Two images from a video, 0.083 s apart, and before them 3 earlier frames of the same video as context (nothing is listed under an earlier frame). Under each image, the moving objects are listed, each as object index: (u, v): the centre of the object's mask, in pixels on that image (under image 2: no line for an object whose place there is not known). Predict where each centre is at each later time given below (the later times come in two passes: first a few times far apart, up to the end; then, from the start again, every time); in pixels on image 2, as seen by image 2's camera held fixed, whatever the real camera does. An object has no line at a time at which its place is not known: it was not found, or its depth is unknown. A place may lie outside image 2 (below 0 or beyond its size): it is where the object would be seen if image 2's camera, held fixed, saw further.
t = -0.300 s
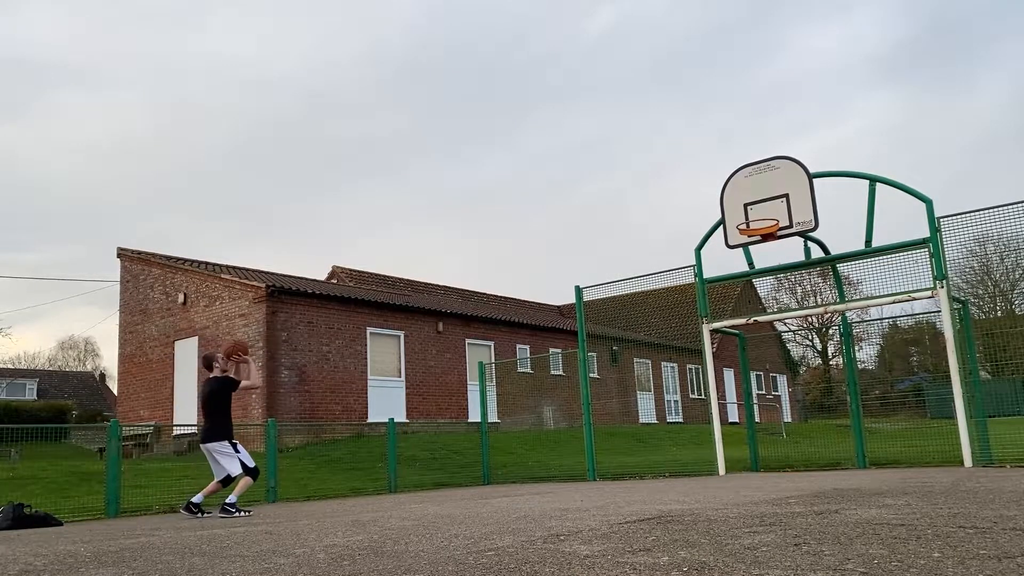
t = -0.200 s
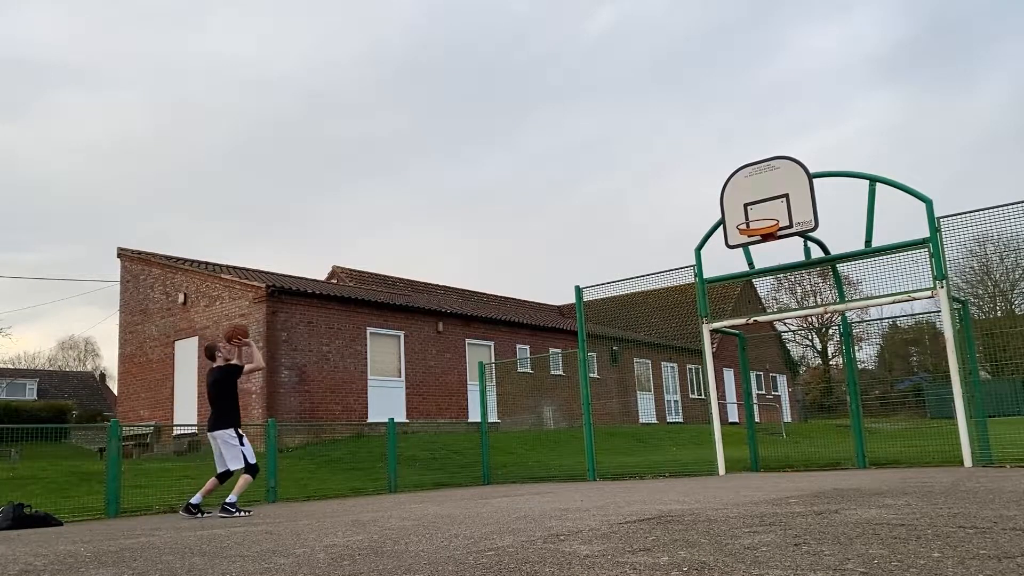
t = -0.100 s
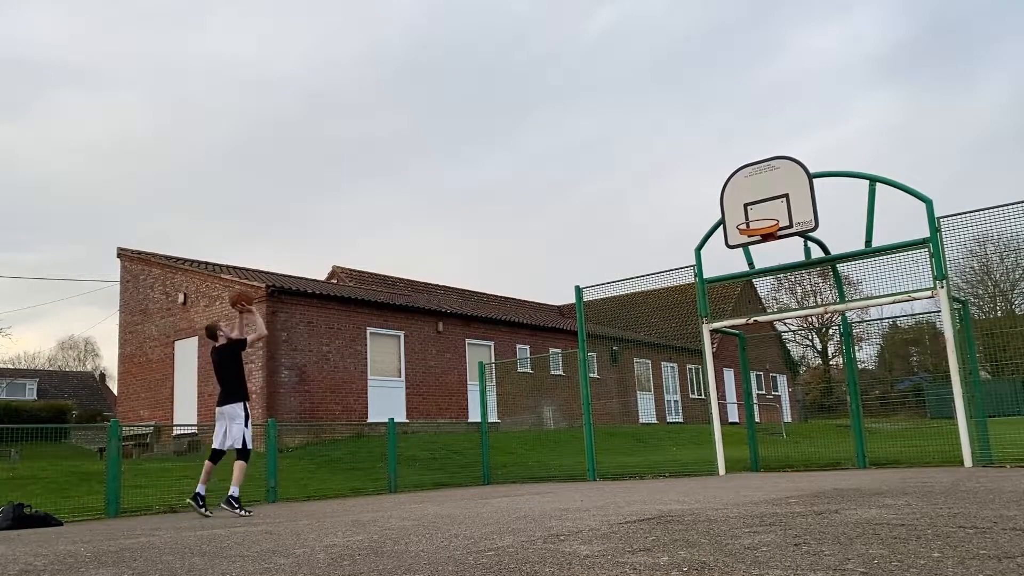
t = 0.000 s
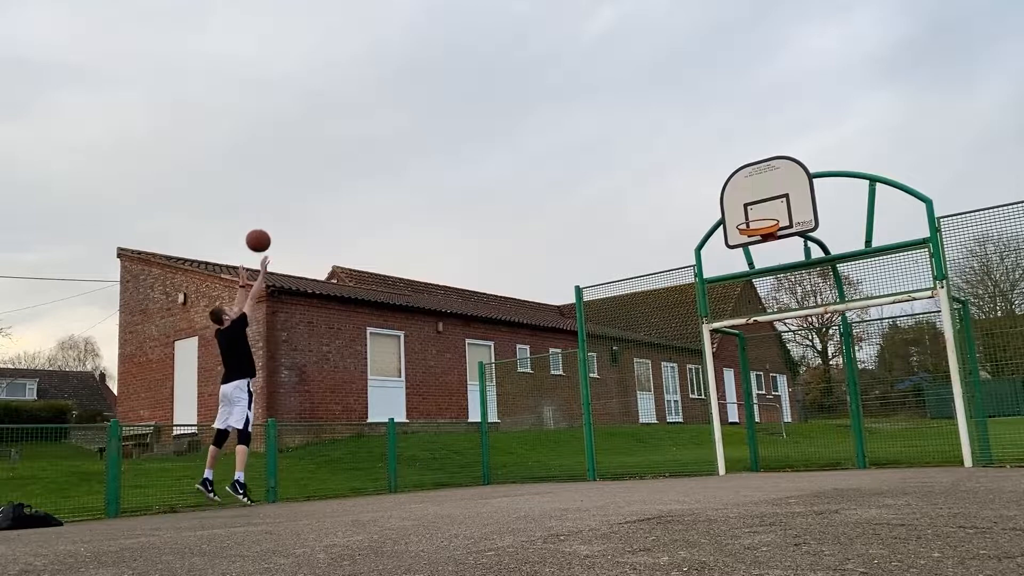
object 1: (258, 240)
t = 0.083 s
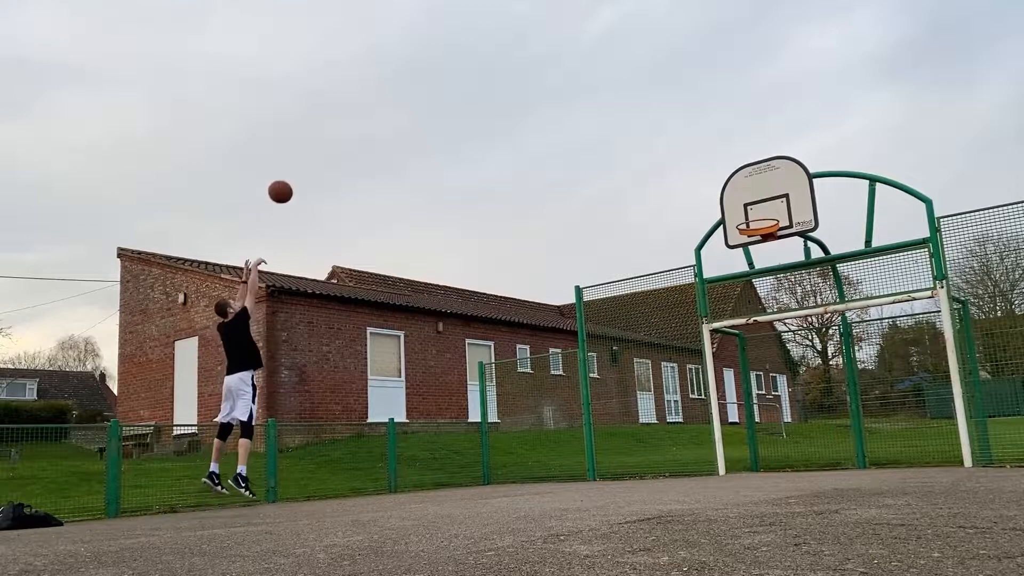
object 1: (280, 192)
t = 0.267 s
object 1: (326, 111)
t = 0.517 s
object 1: (386, 54)
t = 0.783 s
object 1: (449, 53)
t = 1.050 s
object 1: (512, 112)
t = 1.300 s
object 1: (574, 218)
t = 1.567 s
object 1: (647, 392)
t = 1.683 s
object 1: (679, 468)
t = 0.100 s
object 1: (284, 183)
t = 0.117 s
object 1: (289, 174)
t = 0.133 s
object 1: (293, 166)
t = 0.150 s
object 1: (297, 158)
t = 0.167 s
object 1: (301, 150)
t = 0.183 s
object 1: (306, 143)
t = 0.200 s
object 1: (310, 136)
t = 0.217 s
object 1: (314, 129)
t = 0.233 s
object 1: (318, 123)
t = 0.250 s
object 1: (322, 117)
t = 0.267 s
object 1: (326, 111)
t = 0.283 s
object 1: (330, 105)
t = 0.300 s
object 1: (334, 100)
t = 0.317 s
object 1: (338, 95)
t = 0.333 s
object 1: (342, 90)
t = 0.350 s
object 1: (346, 86)
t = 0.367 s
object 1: (350, 81)
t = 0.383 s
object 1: (354, 77)
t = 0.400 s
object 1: (358, 73)
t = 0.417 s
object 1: (362, 70)
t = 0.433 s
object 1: (366, 66)
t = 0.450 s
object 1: (370, 63)
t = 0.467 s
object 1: (374, 61)
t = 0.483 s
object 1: (378, 58)
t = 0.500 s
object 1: (382, 56)
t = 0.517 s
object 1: (386, 54)
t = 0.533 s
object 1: (390, 52)
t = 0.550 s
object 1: (394, 50)
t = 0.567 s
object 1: (398, 49)
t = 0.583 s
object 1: (401, 48)
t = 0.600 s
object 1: (405, 47)
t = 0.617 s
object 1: (409, 47)
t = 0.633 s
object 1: (413, 46)
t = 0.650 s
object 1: (417, 46)
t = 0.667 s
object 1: (421, 46)
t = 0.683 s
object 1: (425, 47)
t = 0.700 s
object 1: (429, 47)
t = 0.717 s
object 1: (433, 48)
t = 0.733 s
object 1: (437, 49)
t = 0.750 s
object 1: (441, 50)
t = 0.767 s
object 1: (445, 52)
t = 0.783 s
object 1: (449, 53)
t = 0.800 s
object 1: (453, 55)
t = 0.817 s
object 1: (457, 58)
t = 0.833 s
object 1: (461, 60)
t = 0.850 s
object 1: (464, 63)
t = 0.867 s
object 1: (468, 65)
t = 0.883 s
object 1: (472, 69)
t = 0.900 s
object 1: (476, 72)
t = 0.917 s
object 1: (480, 75)
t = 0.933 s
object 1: (484, 79)
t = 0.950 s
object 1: (488, 83)
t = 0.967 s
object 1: (492, 87)
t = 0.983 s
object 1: (496, 92)
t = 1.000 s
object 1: (500, 96)
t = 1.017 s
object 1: (504, 101)
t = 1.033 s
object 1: (508, 106)
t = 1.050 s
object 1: (512, 112)
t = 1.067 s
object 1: (516, 117)
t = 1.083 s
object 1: (520, 123)
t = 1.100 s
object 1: (524, 129)
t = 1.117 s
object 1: (528, 135)
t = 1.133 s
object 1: (532, 142)
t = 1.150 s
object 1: (536, 148)
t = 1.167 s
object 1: (540, 155)
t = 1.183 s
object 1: (544, 162)
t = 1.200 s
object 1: (548, 170)
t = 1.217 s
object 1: (553, 177)
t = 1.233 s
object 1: (557, 185)
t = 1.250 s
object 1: (561, 193)
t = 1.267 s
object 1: (565, 201)
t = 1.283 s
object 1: (570, 210)
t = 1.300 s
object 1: (574, 218)
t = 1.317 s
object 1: (578, 228)
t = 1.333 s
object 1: (582, 237)
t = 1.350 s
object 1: (587, 246)
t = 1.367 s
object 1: (591, 256)
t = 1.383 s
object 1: (596, 266)
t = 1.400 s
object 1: (600, 276)
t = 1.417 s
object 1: (605, 286)
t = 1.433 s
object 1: (610, 298)
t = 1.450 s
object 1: (614, 307)
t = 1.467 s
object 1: (619, 319)
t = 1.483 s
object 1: (623, 330)
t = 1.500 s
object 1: (628, 342)
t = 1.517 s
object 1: (632, 354)
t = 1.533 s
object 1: (637, 366)
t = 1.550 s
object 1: (642, 379)
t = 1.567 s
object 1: (647, 392)
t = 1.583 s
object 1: (651, 405)
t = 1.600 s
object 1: (658, 418)
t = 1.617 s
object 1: (663, 432)
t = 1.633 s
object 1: (668, 446)
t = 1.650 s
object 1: (673, 460)
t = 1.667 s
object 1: (678, 475)
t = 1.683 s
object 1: (679, 468)
